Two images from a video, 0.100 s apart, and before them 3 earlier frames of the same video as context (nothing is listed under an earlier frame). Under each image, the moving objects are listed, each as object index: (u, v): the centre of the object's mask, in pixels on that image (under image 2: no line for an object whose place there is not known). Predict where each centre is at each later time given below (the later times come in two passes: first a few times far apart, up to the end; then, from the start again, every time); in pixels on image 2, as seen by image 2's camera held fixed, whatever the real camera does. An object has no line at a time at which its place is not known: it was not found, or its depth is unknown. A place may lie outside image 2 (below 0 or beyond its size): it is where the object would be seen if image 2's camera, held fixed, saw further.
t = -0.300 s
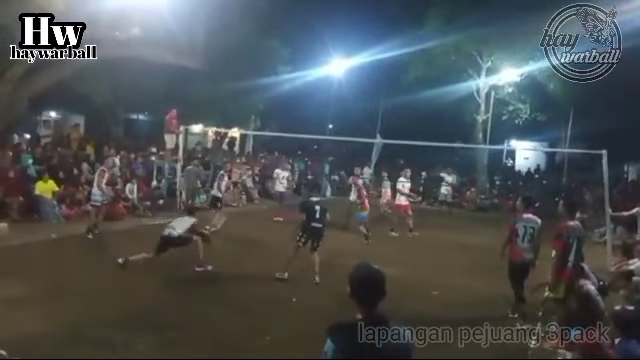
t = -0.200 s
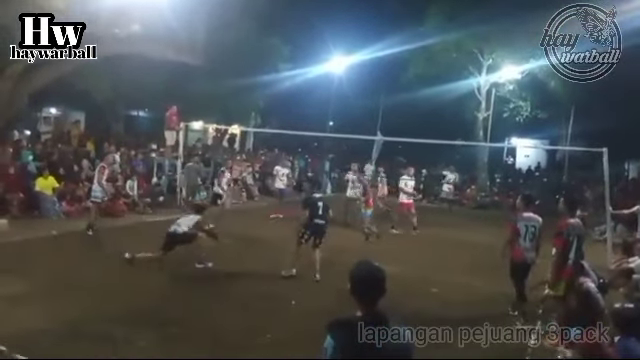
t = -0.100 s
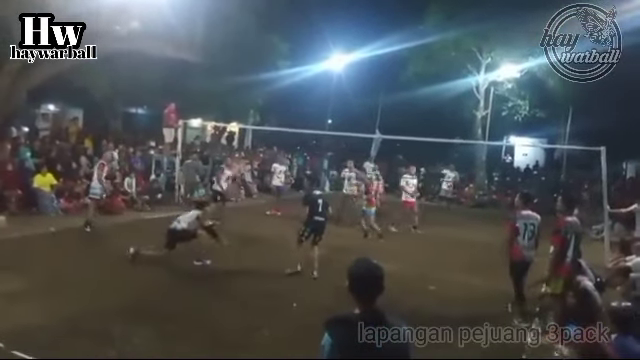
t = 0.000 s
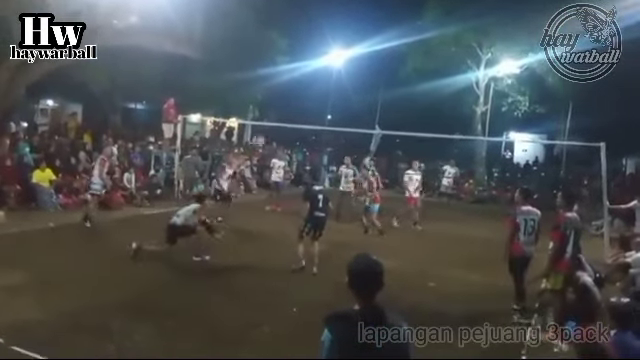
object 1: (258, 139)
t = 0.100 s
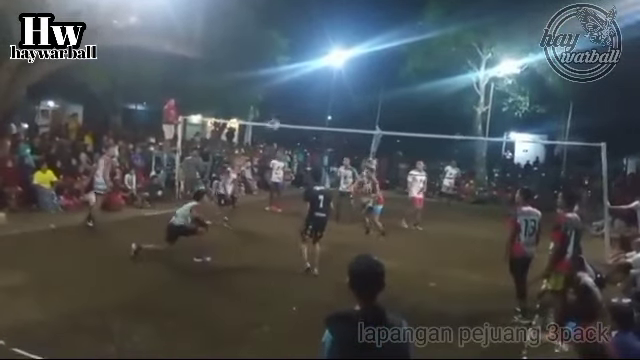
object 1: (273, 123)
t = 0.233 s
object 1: (292, 110)
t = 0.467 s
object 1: (321, 107)
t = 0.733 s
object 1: (348, 134)
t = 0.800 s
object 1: (354, 143)
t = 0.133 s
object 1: (278, 119)
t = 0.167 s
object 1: (283, 115)
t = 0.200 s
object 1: (288, 112)
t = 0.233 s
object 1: (292, 110)
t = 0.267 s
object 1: (297, 107)
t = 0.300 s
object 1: (300, 106)
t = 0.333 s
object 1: (305, 106)
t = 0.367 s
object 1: (309, 106)
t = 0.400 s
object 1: (313, 105)
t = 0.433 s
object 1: (317, 106)
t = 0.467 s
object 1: (321, 107)
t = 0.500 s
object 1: (324, 108)
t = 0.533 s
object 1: (328, 112)
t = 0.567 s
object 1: (332, 114)
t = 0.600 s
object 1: (335, 116)
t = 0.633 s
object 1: (339, 120)
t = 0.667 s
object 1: (342, 124)
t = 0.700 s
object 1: (345, 128)
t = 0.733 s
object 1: (348, 134)
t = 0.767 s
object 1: (351, 139)
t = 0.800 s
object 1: (354, 143)
